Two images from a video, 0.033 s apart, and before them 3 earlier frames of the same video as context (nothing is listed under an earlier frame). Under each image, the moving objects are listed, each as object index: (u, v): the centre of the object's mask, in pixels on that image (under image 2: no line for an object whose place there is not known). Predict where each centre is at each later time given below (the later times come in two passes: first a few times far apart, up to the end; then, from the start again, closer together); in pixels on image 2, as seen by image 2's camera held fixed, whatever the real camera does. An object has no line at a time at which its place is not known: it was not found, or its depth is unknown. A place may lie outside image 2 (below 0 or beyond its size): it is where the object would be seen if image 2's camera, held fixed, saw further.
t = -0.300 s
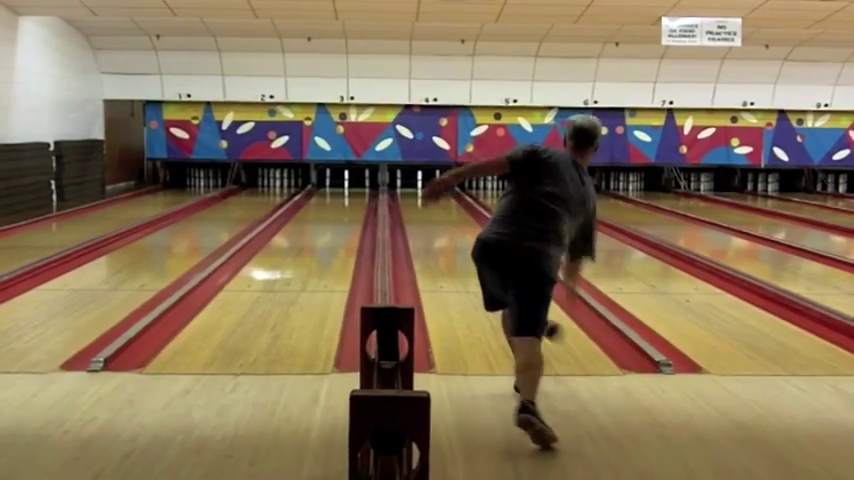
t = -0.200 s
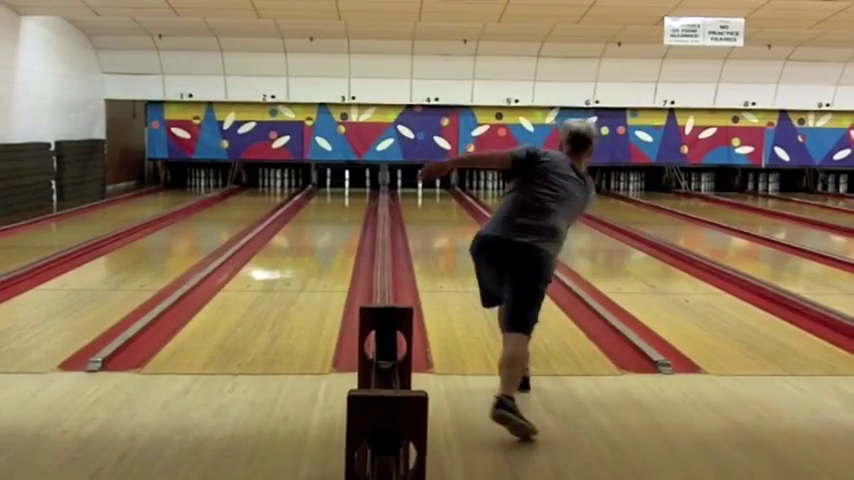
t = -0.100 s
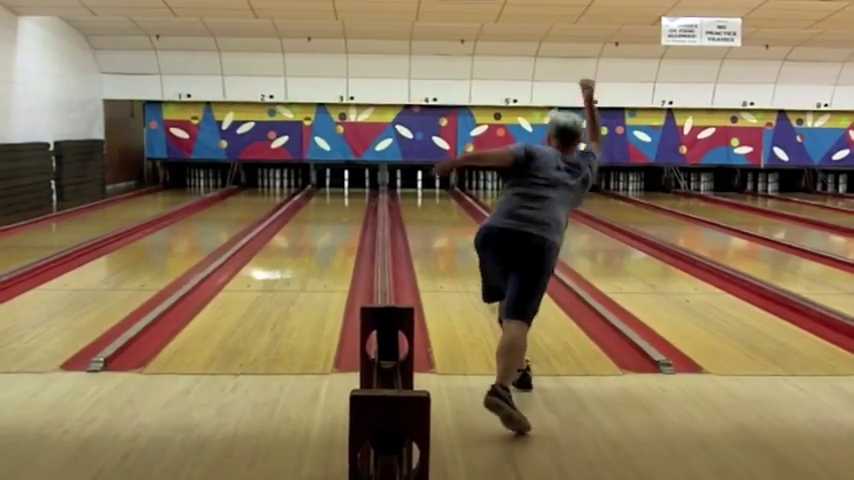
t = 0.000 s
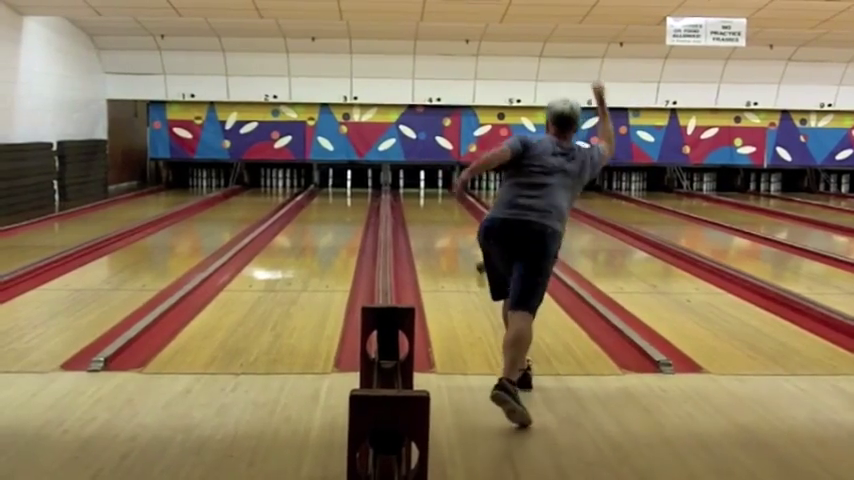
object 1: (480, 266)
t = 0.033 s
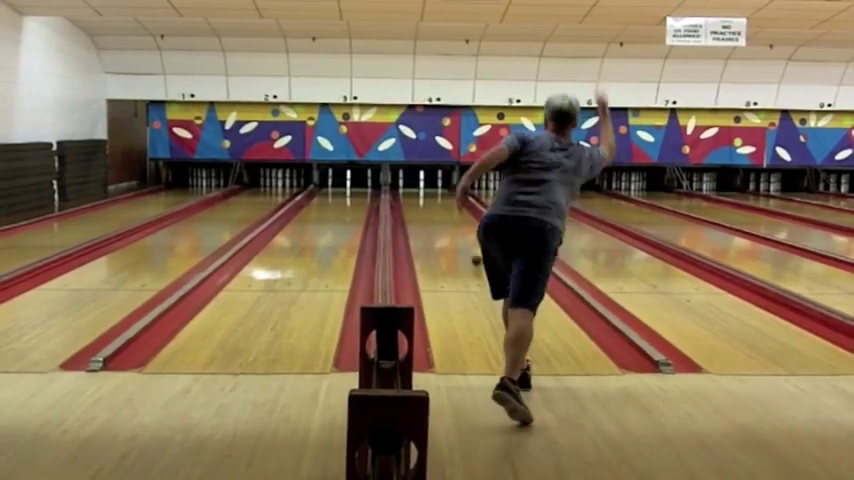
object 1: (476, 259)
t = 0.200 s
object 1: (460, 237)
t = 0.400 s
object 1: (446, 219)
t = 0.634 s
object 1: (436, 204)
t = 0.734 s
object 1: (431, 200)
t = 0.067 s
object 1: (470, 250)
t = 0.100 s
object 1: (469, 247)
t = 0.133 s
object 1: (464, 244)
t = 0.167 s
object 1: (462, 239)
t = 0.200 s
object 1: (460, 237)
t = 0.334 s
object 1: (449, 223)
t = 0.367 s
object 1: (448, 221)
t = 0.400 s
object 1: (446, 219)
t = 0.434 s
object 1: (444, 217)
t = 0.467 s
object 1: (442, 214)
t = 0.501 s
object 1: (441, 212)
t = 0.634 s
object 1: (436, 204)
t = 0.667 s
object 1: (434, 202)
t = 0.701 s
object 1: (432, 201)
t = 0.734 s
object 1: (431, 200)
